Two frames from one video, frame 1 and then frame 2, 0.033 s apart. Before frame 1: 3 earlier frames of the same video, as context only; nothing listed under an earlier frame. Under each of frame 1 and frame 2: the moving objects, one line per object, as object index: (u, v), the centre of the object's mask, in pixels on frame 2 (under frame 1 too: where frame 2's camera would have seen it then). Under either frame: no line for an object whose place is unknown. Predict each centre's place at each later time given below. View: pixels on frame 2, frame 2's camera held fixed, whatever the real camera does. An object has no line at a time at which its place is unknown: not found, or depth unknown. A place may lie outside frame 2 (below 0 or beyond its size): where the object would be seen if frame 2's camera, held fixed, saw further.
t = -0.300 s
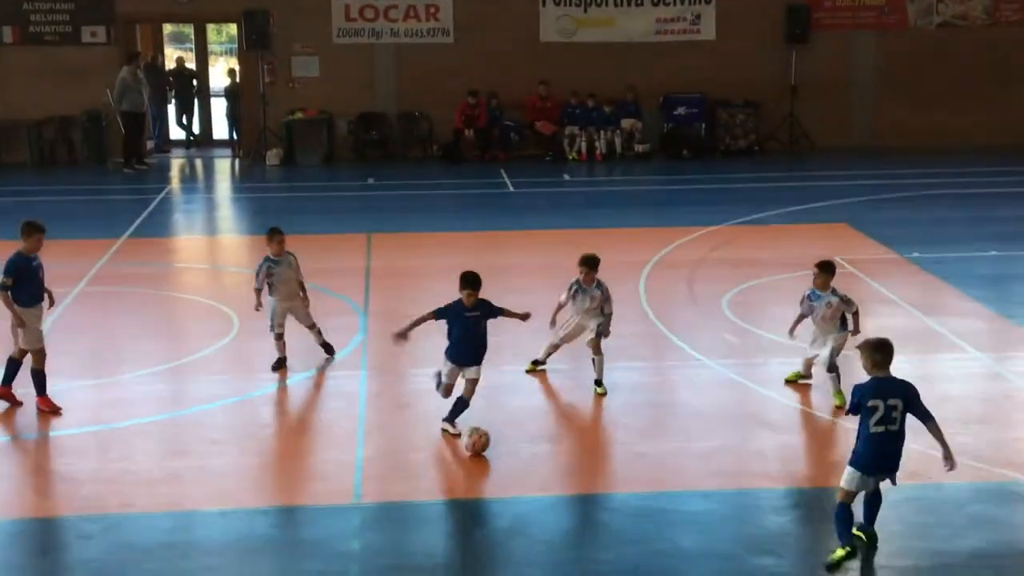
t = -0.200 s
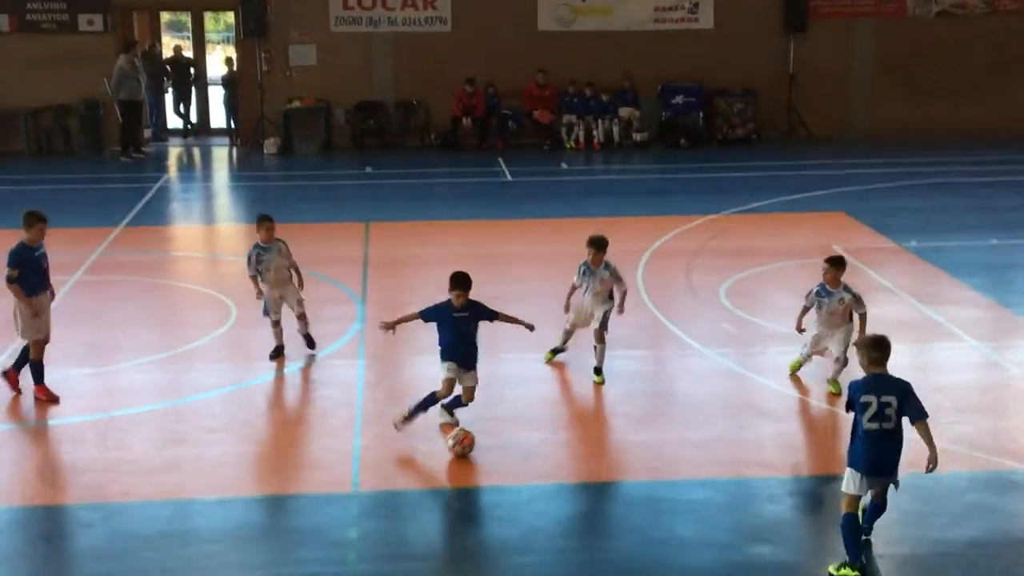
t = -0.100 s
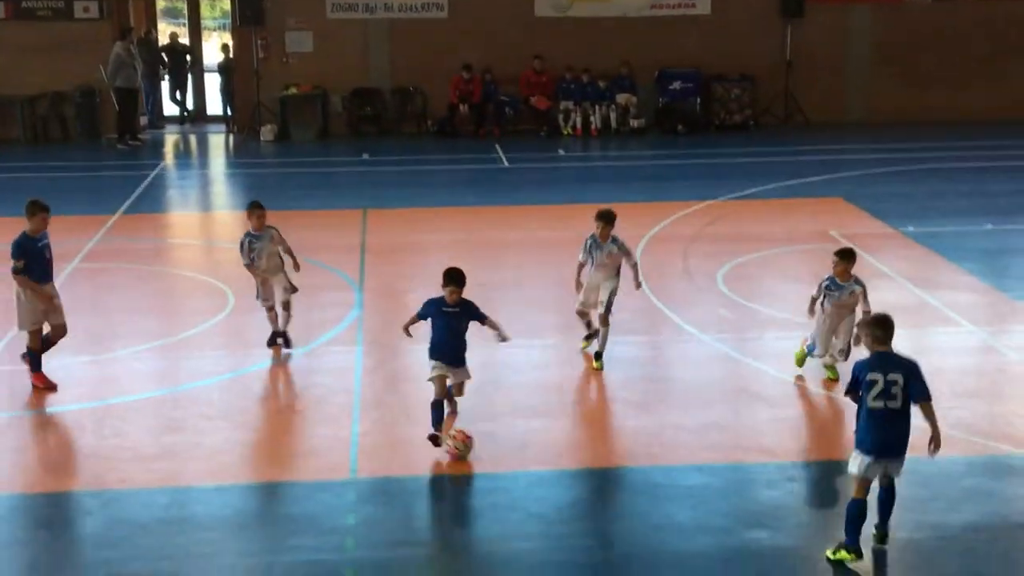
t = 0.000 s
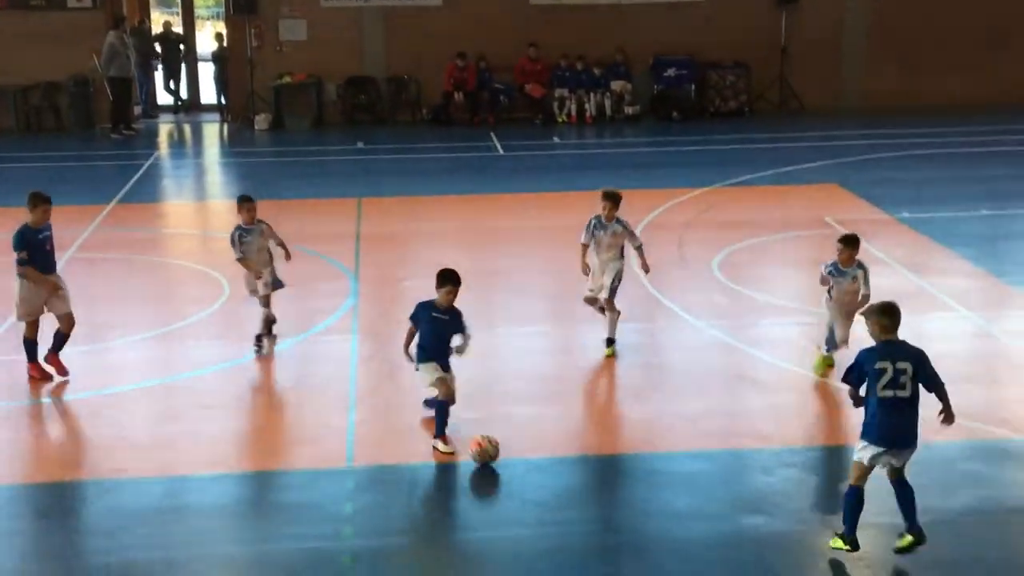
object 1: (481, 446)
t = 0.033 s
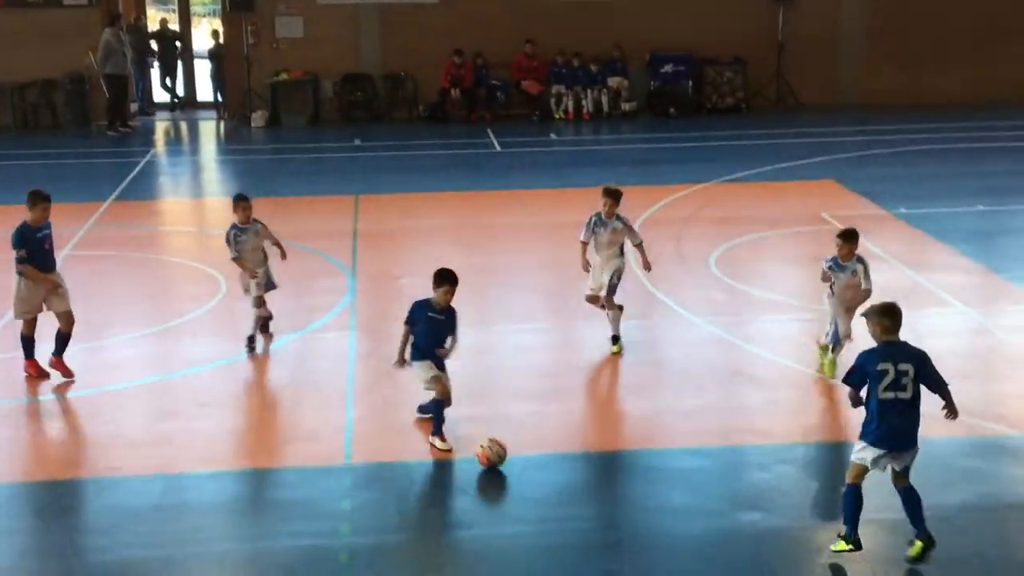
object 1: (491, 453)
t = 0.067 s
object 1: (498, 458)
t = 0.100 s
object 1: (508, 465)
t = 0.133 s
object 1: (515, 470)
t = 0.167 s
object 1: (523, 477)
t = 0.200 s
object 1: (530, 482)
